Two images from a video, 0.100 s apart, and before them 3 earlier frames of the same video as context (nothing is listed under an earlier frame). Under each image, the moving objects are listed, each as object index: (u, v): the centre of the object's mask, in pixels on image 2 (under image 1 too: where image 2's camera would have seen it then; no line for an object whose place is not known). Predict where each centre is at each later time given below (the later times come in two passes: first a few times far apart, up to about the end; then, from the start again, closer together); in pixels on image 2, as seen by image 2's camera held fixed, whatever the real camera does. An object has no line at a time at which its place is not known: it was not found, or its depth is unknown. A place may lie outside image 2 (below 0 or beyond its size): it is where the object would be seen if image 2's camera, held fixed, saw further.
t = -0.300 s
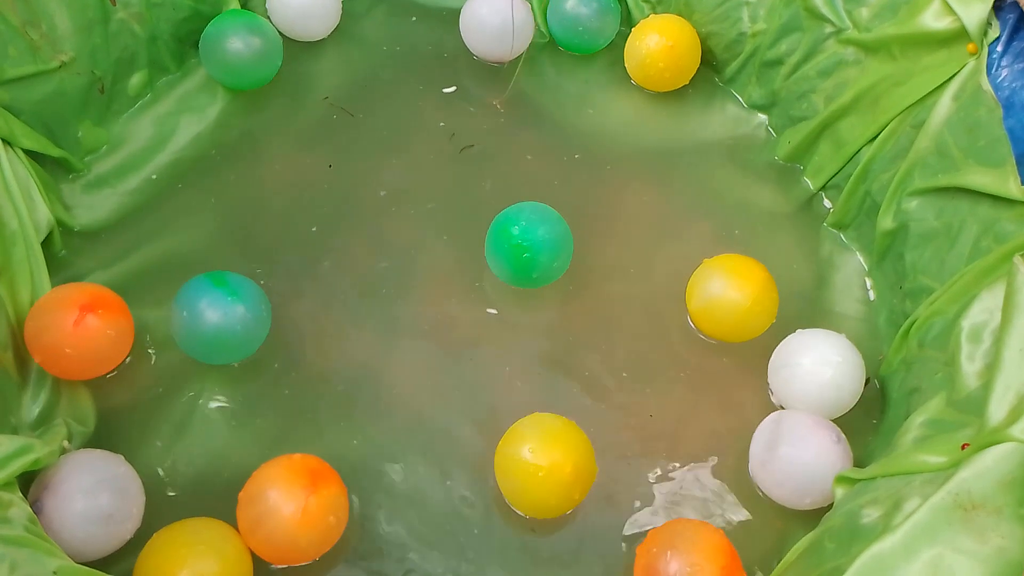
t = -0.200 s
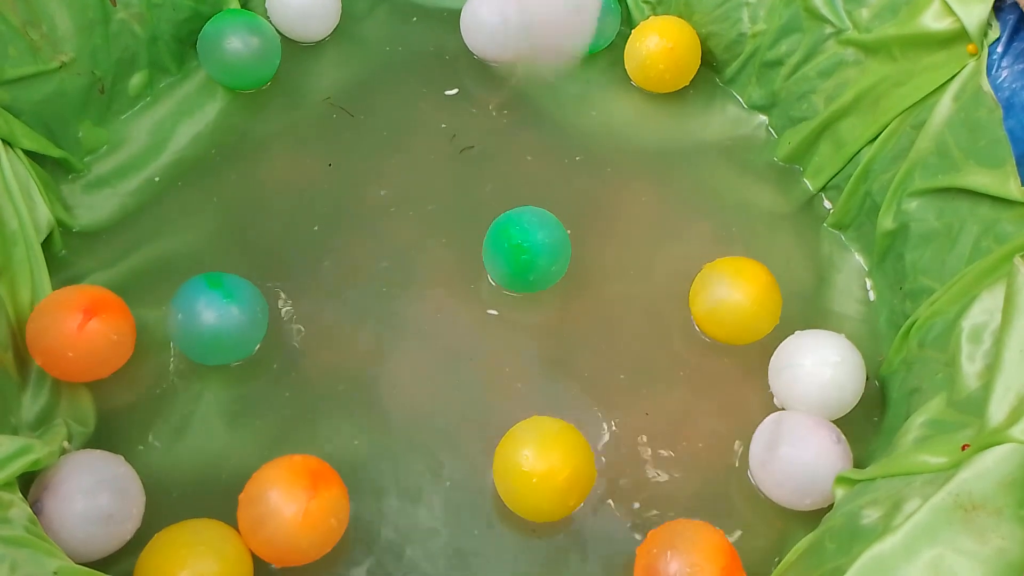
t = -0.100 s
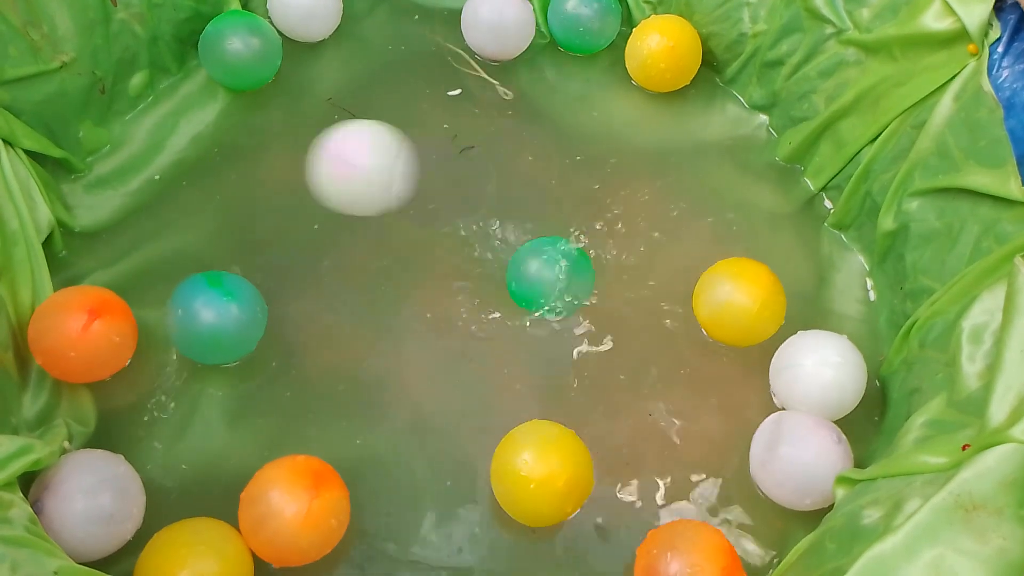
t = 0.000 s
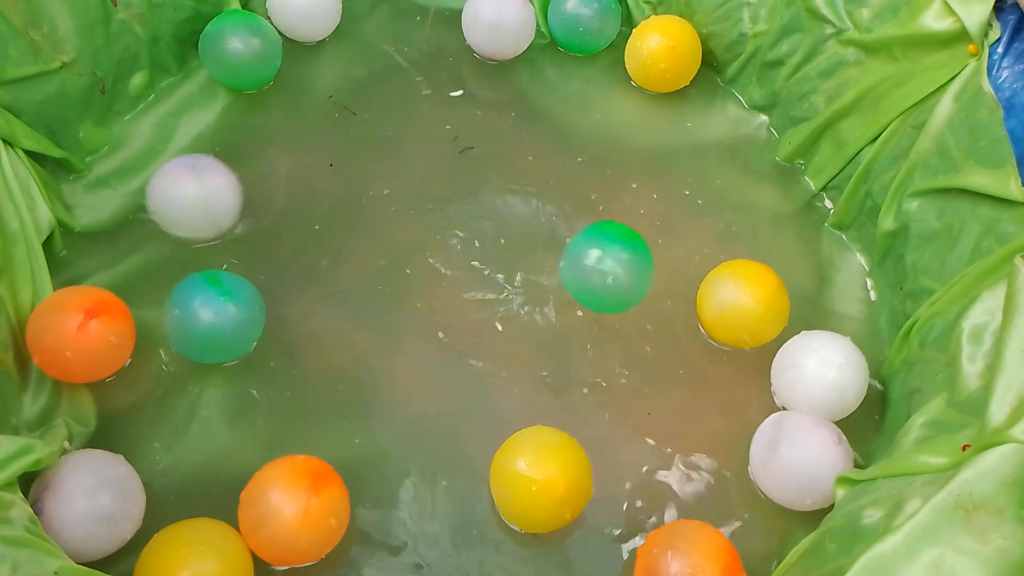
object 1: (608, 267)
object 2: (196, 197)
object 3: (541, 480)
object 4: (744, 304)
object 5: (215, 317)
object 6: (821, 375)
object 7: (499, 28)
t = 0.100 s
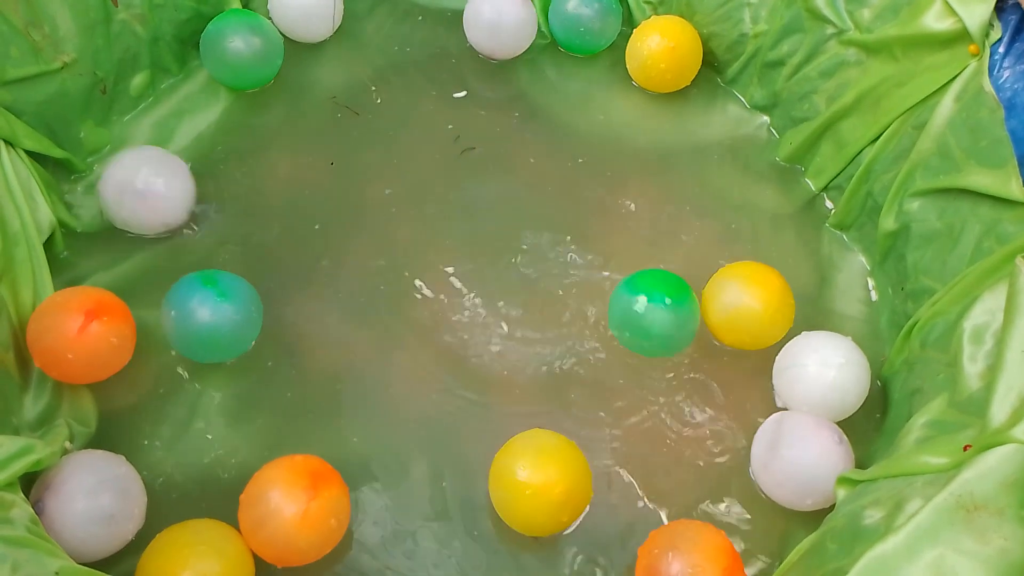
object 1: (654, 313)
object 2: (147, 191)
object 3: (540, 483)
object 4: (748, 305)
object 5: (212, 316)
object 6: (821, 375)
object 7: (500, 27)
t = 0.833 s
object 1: (749, 367)
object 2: (100, 188)
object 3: (521, 525)
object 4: (800, 302)
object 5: (198, 308)
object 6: (845, 383)
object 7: (504, 23)
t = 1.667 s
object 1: (749, 375)
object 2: (100, 187)
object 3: (493, 547)
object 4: (802, 292)
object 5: (185, 301)
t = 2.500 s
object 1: (749, 376)
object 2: (100, 187)
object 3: (486, 547)
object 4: (810, 284)
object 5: (180, 294)
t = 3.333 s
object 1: (748, 375)
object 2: (100, 187)
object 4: (817, 277)
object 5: (177, 290)
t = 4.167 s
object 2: (100, 187)
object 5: (174, 285)
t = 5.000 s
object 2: (99, 187)
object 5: (172, 282)
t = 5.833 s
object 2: (100, 187)
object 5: (173, 282)
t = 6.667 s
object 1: (748, 376)
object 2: (99, 187)
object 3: (493, 555)
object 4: (818, 245)
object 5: (173, 284)
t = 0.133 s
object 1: (661, 321)
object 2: (127, 183)
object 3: (539, 484)
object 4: (750, 306)
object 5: (211, 316)
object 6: (822, 375)
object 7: (500, 27)
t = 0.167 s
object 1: (667, 325)
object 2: (110, 179)
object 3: (538, 485)
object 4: (755, 306)
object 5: (210, 316)
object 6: (822, 375)
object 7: (500, 27)
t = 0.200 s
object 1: (676, 327)
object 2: (101, 179)
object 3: (537, 486)
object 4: (761, 306)
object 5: (210, 315)
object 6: (822, 376)
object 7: (500, 27)
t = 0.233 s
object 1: (686, 332)
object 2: (99, 178)
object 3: (537, 487)
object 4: (766, 306)
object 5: (210, 315)
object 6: (824, 376)
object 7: (500, 27)
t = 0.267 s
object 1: (694, 339)
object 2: (99, 179)
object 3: (536, 487)
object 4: (769, 305)
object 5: (209, 314)
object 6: (826, 377)
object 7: (501, 27)
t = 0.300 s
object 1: (701, 346)
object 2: (100, 181)
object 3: (536, 488)
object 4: (772, 305)
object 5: (208, 314)
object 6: (828, 378)
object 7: (501, 26)
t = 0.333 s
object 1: (707, 351)
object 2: (101, 184)
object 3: (535, 490)
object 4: (776, 305)
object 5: (208, 313)
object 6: (830, 379)
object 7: (501, 26)
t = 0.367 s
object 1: (714, 354)
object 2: (101, 187)
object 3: (535, 493)
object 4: (780, 305)
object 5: (207, 312)
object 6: (832, 380)
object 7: (501, 26)
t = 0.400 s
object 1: (720, 357)
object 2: (101, 188)
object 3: (534, 497)
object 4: (784, 305)
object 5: (207, 312)
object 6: (835, 381)
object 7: (501, 26)
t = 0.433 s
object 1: (725, 359)
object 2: (100, 189)
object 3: (533, 501)
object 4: (787, 306)
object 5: (206, 312)
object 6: (838, 382)
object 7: (501, 26)
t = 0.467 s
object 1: (730, 362)
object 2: (99, 189)
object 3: (532, 504)
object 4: (789, 306)
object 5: (205, 312)
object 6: (842, 384)
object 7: (502, 25)
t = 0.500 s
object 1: (734, 364)
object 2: (100, 189)
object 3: (531, 506)
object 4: (791, 307)
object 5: (204, 312)
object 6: (844, 384)
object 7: (502, 25)
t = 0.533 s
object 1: (739, 366)
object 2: (100, 189)
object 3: (531, 506)
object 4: (793, 306)
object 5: (203, 312)
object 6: (843, 384)
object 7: (502, 25)
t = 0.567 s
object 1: (744, 366)
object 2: (100, 188)
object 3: (530, 507)
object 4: (795, 305)
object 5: (202, 311)
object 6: (843, 384)
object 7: (503, 24)
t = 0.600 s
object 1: (748, 367)
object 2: (100, 188)
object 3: (529, 508)
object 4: (797, 304)
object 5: (201, 311)
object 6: (844, 384)
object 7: (503, 24)
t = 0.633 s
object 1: (749, 367)
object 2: (100, 187)
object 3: (528, 510)
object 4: (799, 304)
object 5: (201, 310)
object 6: (845, 383)
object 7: (503, 24)
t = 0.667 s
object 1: (749, 367)
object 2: (100, 187)
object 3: (527, 515)
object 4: (800, 303)
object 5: (201, 310)
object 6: (845, 383)
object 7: (503, 24)
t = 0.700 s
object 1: (749, 367)
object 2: (100, 187)
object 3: (525, 519)
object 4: (800, 303)
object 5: (201, 309)
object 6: (845, 383)
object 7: (503, 25)
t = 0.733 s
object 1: (748, 367)
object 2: (100, 188)
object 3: (524, 522)
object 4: (800, 303)
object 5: (200, 309)
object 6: (845, 383)
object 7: (503, 25)
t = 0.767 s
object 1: (749, 367)
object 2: (100, 188)
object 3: (523, 523)
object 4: (800, 303)
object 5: (200, 309)
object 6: (845, 382)
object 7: (504, 24)
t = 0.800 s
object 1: (749, 367)
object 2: (100, 188)
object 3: (522, 524)
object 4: (799, 303)
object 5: (199, 309)
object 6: (845, 383)
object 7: (504, 24)
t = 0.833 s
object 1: (749, 367)
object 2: (100, 188)
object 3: (521, 525)
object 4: (800, 302)
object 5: (198, 308)
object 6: (845, 383)
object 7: (504, 23)
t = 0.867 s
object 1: (749, 367)
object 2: (100, 188)
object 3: (520, 526)
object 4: (800, 302)
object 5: (197, 308)
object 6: (845, 383)
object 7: (505, 23)
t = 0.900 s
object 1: (749, 367)
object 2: (100, 188)
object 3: (519, 528)
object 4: (800, 301)
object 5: (197, 308)
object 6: (845, 382)
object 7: (505, 23)
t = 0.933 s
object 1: (749, 368)
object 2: (100, 188)
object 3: (518, 530)
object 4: (801, 301)
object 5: (197, 308)
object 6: (845, 382)
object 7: (505, 23)
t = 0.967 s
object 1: (749, 369)
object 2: (100, 188)
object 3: (517, 531)
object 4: (801, 301)
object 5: (197, 307)
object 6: (845, 382)
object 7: (505, 23)
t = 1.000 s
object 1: (748, 370)
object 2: (100, 187)
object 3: (515, 533)
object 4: (800, 300)
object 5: (196, 307)
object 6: (845, 382)
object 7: (504, 23)
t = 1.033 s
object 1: (748, 371)
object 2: (100, 187)
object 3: (514, 534)
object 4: (800, 300)
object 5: (196, 306)
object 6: (845, 382)
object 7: (504, 23)
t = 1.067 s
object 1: (748, 371)
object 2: (100, 187)
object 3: (513, 534)
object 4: (800, 300)
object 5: (195, 306)
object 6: (845, 382)
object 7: (504, 23)
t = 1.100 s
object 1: (749, 371)
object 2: (100, 187)
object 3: (511, 534)
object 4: (800, 300)
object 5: (194, 306)
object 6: (845, 382)
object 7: (505, 22)
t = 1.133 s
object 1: (749, 372)
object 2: (100, 187)
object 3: (510, 535)
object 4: (800, 300)
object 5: (193, 306)
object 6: (845, 382)
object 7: (505, 22)
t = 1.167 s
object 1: (749, 372)
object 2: (100, 187)
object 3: (509, 536)
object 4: (800, 299)
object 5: (192, 306)
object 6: (844, 382)
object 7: (505, 22)
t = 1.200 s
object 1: (749, 373)
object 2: (100, 187)
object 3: (508, 538)
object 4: (800, 299)
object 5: (192, 306)
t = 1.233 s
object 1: (748, 373)
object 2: (100, 187)
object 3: (507, 539)
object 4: (800, 298)
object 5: (191, 305)
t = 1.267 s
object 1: (748, 374)
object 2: (100, 187)
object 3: (506, 541)
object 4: (800, 297)
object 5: (191, 305)
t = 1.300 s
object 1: (748, 374)
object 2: (100, 187)
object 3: (505, 541)
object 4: (800, 297)
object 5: (191, 305)
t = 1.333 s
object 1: (748, 374)
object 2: (100, 187)
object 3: (503, 541)
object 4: (800, 297)
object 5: (190, 305)
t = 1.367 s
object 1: (748, 374)
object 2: (100, 187)
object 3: (502, 541)
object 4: (800, 297)
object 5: (190, 304)
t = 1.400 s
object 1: (748, 374)
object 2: (100, 187)
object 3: (501, 542)
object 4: (801, 296)
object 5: (190, 304)
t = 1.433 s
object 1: (748, 374)
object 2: (100, 187)
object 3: (499, 543)
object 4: (801, 296)
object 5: (190, 303)
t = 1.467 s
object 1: (748, 375)
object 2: (100, 187)
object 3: (498, 544)
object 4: (801, 296)
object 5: (189, 303)
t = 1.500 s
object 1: (748, 375)
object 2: (100, 187)
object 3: (498, 545)
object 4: (801, 295)
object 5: (188, 302)
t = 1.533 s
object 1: (748, 375)
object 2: (100, 187)
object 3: (497, 545)
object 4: (801, 294)
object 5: (187, 302)
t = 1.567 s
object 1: (748, 376)
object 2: (100, 187)
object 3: (495, 546)
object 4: (801, 294)
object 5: (187, 302)
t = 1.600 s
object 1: (749, 375)
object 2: (100, 187)
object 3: (494, 546)
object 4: (801, 294)
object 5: (186, 302)
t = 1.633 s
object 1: (749, 375)
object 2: (100, 187)
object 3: (493, 547)
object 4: (801, 293)
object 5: (185, 302)
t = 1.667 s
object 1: (749, 375)
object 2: (100, 187)
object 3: (493, 547)
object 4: (802, 292)
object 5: (185, 301)
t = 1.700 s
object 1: (749, 375)
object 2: (100, 187)
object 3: (493, 547)
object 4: (803, 292)
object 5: (185, 301)
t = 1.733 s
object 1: (749, 375)
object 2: (100, 187)
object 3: (493, 547)
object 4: (803, 291)
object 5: (185, 301)
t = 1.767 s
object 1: (748, 375)
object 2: (100, 187)
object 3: (492, 547)
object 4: (804, 291)
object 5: (184, 301)
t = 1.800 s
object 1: (748, 375)
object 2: (100, 187)
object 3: (492, 547)
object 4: (805, 291)
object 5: (184, 300)
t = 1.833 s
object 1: (748, 375)
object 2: (100, 187)
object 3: (491, 547)
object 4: (805, 291)
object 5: (184, 300)
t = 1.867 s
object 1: (748, 375)
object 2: (100, 187)
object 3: (491, 547)
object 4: (805, 290)
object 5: (183, 300)
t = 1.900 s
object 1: (748, 375)
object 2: (100, 187)
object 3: (490, 547)
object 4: (805, 290)
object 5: (183, 299)
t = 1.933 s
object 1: (749, 375)
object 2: (100, 187)
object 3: (490, 547)
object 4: (805, 289)
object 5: (182, 299)
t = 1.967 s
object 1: (749, 375)
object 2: (100, 187)
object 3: (489, 548)
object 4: (805, 289)
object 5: (181, 298)
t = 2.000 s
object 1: (748, 375)
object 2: (100, 187)
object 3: (489, 548)
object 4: (805, 289)
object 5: (181, 298)
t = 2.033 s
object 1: (749, 375)
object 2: (100, 187)
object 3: (489, 548)
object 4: (805, 289)
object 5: (180, 298)
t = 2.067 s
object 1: (749, 375)
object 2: (100, 187)
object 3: (489, 548)
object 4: (806, 288)
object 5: (180, 297)
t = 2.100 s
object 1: (749, 375)
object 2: (100, 187)
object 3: (489, 548)
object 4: (806, 288)
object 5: (180, 297)
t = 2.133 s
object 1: (749, 376)
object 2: (100, 187)
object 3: (488, 548)
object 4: (806, 288)
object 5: (180, 297)
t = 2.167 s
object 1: (749, 376)
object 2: (100, 187)
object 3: (488, 548)
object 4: (807, 287)
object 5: (180, 297)
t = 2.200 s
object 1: (749, 376)
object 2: (100, 187)
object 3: (488, 548)
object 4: (807, 287)
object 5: (181, 297)
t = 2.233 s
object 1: (748, 376)
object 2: (100, 187)
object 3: (488, 548)
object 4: (808, 286)
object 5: (181, 296)
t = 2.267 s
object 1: (748, 376)
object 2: (100, 187)
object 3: (488, 548)
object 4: (808, 286)
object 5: (181, 296)
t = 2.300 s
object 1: (748, 375)
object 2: (100, 186)
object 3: (487, 548)
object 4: (809, 285)
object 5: (180, 295)
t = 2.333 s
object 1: (748, 375)
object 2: (100, 186)
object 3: (487, 548)
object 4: (809, 285)
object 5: (180, 295)
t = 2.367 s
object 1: (748, 375)
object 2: (100, 186)
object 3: (487, 548)
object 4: (809, 285)
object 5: (180, 295)
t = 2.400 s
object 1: (748, 375)
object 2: (100, 186)
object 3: (487, 548)
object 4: (809, 285)
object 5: (180, 294)
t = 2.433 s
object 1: (749, 376)
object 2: (100, 186)
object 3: (486, 547)
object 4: (809, 285)
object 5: (180, 294)
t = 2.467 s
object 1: (749, 376)
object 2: (100, 186)
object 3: (486, 547)
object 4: (810, 284)
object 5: (180, 294)
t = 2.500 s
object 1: (749, 376)
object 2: (100, 187)
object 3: (486, 547)
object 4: (810, 284)
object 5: (180, 294)
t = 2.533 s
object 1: (748, 376)
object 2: (100, 187)
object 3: (486, 547)
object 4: (810, 284)
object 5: (180, 294)
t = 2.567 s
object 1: (748, 375)
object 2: (100, 186)
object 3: (486, 547)
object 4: (811, 283)
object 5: (180, 293)
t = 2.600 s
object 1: (748, 375)
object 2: (100, 186)
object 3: (486, 547)
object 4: (811, 283)
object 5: (180, 293)
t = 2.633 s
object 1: (748, 376)
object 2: (100, 186)
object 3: (486, 547)
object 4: (811, 283)
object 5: (180, 293)
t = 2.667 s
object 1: (748, 376)
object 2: (100, 186)
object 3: (486, 547)
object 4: (811, 283)
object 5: (180, 292)
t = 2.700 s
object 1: (748, 376)
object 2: (100, 186)
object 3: (486, 547)
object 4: (811, 283)
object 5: (180, 293)
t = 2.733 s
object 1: (748, 376)
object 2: (100, 186)
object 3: (486, 547)
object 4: (812, 282)
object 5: (180, 292)
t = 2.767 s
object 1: (748, 376)
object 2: (100, 186)
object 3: (486, 547)
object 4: (812, 282)
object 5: (179, 292)
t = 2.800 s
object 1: (748, 375)
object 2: (100, 186)
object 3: (486, 547)
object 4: (812, 281)
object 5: (179, 292)
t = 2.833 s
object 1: (748, 375)
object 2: (100, 186)
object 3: (486, 547)
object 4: (813, 281)
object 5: (179, 292)
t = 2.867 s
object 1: (748, 375)
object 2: (100, 187)
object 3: (486, 547)
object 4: (813, 281)
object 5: (179, 292)
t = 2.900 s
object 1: (748, 376)
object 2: (100, 187)
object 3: (486, 547)
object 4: (813, 281)
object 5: (179, 292)
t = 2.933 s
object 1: (748, 376)
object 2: (100, 187)
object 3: (485, 547)
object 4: (814, 280)
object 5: (179, 291)
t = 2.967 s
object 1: (748, 376)
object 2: (100, 187)
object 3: (485, 547)
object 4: (814, 280)
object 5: (179, 291)
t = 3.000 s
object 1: (748, 376)
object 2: (100, 187)
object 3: (485, 547)
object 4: (814, 280)
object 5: (179, 291)
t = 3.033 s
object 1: (748, 376)
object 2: (100, 187)
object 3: (485, 547)
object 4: (814, 279)
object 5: (178, 291)
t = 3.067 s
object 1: (748, 376)
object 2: (100, 186)
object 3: (485, 547)
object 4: (814, 279)
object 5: (178, 291)
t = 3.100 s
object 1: (748, 376)
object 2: (100, 186)
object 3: (485, 547)
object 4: (815, 279)
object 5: (178, 291)
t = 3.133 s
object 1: (748, 376)
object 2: (100, 186)
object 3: (485, 547)
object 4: (815, 279)
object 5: (177, 291)
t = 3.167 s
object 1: (748, 376)
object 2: (100, 187)
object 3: (485, 547)
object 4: (815, 279)
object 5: (177, 291)
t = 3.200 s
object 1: (748, 376)
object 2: (100, 187)
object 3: (486, 547)
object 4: (815, 278)
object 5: (177, 290)
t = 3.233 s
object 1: (748, 376)
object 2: (100, 187)
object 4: (816, 278)
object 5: (178, 290)
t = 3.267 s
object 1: (748, 375)
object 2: (100, 187)
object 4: (816, 277)
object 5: (178, 290)
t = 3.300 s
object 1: (748, 376)
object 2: (100, 187)
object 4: (816, 277)
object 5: (178, 290)
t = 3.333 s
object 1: (748, 375)
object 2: (100, 187)
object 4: (817, 277)
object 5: (177, 290)
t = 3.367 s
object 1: (748, 375)
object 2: (100, 187)
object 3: (486, 549)
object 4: (817, 276)
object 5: (177, 290)
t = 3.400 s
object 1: (748, 376)
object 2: (100, 187)
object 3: (487, 550)
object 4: (817, 276)
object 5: (177, 289)
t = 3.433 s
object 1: (748, 376)
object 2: (100, 186)
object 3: (487, 550)
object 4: (818, 276)
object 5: (177, 289)
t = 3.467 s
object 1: (748, 375)
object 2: (100, 186)
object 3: (487, 550)
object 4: (818, 276)
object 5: (177, 289)
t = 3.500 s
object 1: (748, 376)
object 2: (100, 186)
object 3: (487, 550)
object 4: (818, 276)
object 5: (177, 289)
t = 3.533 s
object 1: (748, 376)
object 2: (100, 186)
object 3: (487, 549)
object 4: (818, 276)
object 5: (177, 289)
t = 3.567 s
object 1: (748, 376)
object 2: (100, 186)
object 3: (487, 549)
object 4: (818, 275)
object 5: (176, 289)
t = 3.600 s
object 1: (748, 376)
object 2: (100, 186)
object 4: (818, 275)
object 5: (176, 289)
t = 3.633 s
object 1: (748, 376)
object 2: (100, 186)
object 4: (818, 275)
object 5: (176, 288)
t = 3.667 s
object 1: (748, 375)
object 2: (99, 186)
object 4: (819, 274)
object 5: (176, 288)
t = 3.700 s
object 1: (748, 375)
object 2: (99, 186)
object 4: (819, 274)
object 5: (176, 288)
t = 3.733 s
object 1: (748, 376)
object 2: (99, 186)
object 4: (819, 274)
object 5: (175, 288)
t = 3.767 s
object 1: (748, 376)
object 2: (99, 186)
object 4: (820, 273)
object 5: (175, 288)
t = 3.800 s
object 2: (99, 187)
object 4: (820, 273)
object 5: (175, 287)
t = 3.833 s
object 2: (98, 186)
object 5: (174, 287)
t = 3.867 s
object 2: (98, 187)
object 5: (174, 287)
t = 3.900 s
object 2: (98, 187)
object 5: (173, 287)
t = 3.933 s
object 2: (99, 187)
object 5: (174, 287)
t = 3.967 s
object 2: (99, 187)
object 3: (488, 551)
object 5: (174, 286)
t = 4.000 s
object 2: (100, 187)
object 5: (174, 286)
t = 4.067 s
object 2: (100, 187)
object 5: (174, 285)
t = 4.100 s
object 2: (100, 187)
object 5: (174, 285)
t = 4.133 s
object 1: (748, 376)
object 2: (100, 187)
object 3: (489, 556)
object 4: (821, 271)
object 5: (174, 285)
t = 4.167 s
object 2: (100, 187)
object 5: (174, 285)
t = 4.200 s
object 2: (100, 187)
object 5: (174, 285)
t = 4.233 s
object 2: (100, 187)
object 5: (174, 285)
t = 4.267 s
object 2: (99, 187)
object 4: (822, 270)
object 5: (174, 285)
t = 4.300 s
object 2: (99, 187)
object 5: (174, 285)
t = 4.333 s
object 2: (99, 187)
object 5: (173, 284)
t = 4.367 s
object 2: (99, 187)
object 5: (173, 284)
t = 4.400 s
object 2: (99, 187)
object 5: (173, 284)
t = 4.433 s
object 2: (99, 187)
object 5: (173, 284)
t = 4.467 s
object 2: (99, 187)
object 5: (173, 283)
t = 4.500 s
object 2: (99, 187)
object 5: (173, 283)
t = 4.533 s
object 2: (99, 187)
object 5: (173, 283)
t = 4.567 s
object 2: (99, 187)
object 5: (173, 283)
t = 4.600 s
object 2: (99, 187)
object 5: (173, 283)
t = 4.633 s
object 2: (100, 187)
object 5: (173, 283)
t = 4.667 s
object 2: (100, 187)
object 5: (173, 283)
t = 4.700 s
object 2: (99, 187)
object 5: (173, 283)
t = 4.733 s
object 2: (99, 187)
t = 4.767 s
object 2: (99, 187)
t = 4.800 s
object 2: (99, 187)
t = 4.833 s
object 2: (99, 187)
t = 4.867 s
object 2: (99, 187)
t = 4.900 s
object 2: (99, 187)
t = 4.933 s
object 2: (99, 187)
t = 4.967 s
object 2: (99, 187)
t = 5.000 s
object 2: (99, 187)
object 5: (172, 282)
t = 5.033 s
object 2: (98, 187)
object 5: (172, 282)
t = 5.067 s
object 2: (97, 186)
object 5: (171, 282)
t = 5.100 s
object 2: (99, 187)
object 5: (172, 282)
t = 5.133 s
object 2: (100, 187)
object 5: (172, 282)
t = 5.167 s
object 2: (100, 187)
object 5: (173, 282)
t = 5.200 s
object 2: (100, 187)
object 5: (173, 282)
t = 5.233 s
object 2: (100, 187)
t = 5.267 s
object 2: (99, 187)
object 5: (172, 282)
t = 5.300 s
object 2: (99, 187)
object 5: (172, 282)
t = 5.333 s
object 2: (99, 187)
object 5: (172, 282)
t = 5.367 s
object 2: (99, 187)
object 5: (172, 282)
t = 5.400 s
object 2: (99, 187)
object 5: (172, 282)
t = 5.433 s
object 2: (100, 188)
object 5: (172, 282)
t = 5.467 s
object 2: (100, 187)
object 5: (172, 282)
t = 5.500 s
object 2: (100, 187)
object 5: (172, 282)
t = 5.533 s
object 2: (100, 187)
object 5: (172, 282)
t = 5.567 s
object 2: (100, 187)
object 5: (172, 282)
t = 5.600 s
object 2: (100, 187)
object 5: (172, 282)
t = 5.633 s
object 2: (100, 187)
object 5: (173, 282)
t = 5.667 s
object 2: (100, 187)
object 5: (172, 282)
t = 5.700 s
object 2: (100, 187)
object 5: (172, 282)
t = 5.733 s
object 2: (100, 187)
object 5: (172, 282)
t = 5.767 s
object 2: (100, 187)
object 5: (173, 282)
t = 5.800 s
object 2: (100, 187)
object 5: (173, 282)
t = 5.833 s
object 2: (100, 187)
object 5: (173, 282)
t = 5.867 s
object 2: (100, 187)
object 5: (173, 282)
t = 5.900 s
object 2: (100, 187)
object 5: (173, 282)
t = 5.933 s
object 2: (100, 187)
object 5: (173, 283)
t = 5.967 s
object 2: (100, 187)
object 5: (173, 283)
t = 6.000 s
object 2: (100, 187)
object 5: (173, 283)
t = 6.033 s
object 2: (100, 187)
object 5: (173, 283)
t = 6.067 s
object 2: (100, 187)
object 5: (173, 283)
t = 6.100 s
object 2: (100, 187)
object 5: (173, 283)
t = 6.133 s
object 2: (100, 187)
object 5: (173, 283)
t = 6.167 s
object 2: (100, 187)
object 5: (173, 283)
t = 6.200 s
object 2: (99, 187)
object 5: (173, 283)
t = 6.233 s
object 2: (99, 187)
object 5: (173, 283)
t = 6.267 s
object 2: (99, 187)
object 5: (173, 283)
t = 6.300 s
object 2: (99, 187)
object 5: (173, 283)
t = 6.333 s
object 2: (99, 187)
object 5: (173, 283)
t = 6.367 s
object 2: (99, 187)
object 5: (173, 283)
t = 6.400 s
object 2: (100, 187)
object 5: (173, 283)
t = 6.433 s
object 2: (100, 187)
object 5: (173, 284)
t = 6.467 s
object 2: (99, 187)
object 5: (173, 284)
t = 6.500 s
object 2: (99, 187)
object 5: (173, 284)
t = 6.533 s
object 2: (99, 187)
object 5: (173, 284)
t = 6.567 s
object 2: (99, 187)
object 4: (818, 246)
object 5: (173, 284)
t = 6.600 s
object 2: (99, 187)
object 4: (818, 246)
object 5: (173, 284)
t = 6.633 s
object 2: (99, 187)
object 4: (818, 245)
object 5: (173, 284)
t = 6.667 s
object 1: (748, 376)
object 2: (99, 187)
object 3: (493, 555)
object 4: (818, 245)
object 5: (173, 284)
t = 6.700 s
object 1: (748, 376)
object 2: (99, 187)
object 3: (492, 555)
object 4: (818, 245)
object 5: (174, 284)
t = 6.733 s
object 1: (748, 376)
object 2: (99, 187)
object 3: (492, 554)
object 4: (817, 244)
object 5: (173, 284)
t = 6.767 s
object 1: (748, 376)
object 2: (99, 187)
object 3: (492, 555)
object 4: (817, 244)
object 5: (173, 284)
